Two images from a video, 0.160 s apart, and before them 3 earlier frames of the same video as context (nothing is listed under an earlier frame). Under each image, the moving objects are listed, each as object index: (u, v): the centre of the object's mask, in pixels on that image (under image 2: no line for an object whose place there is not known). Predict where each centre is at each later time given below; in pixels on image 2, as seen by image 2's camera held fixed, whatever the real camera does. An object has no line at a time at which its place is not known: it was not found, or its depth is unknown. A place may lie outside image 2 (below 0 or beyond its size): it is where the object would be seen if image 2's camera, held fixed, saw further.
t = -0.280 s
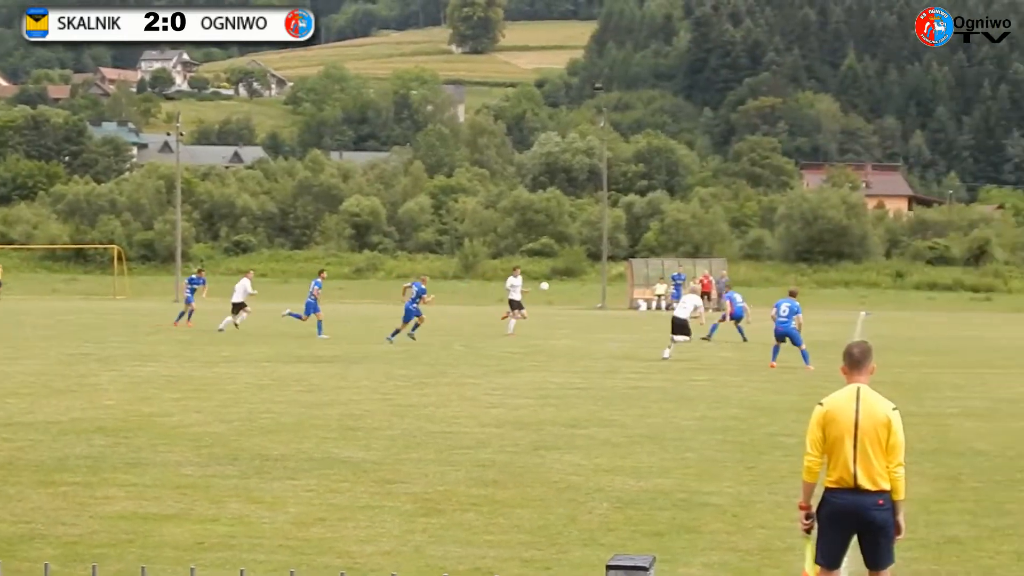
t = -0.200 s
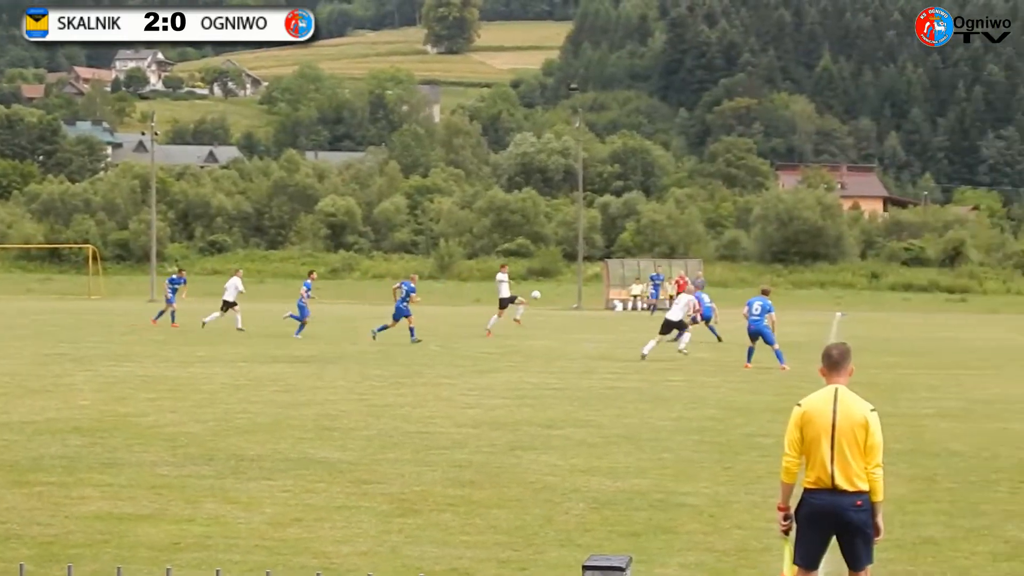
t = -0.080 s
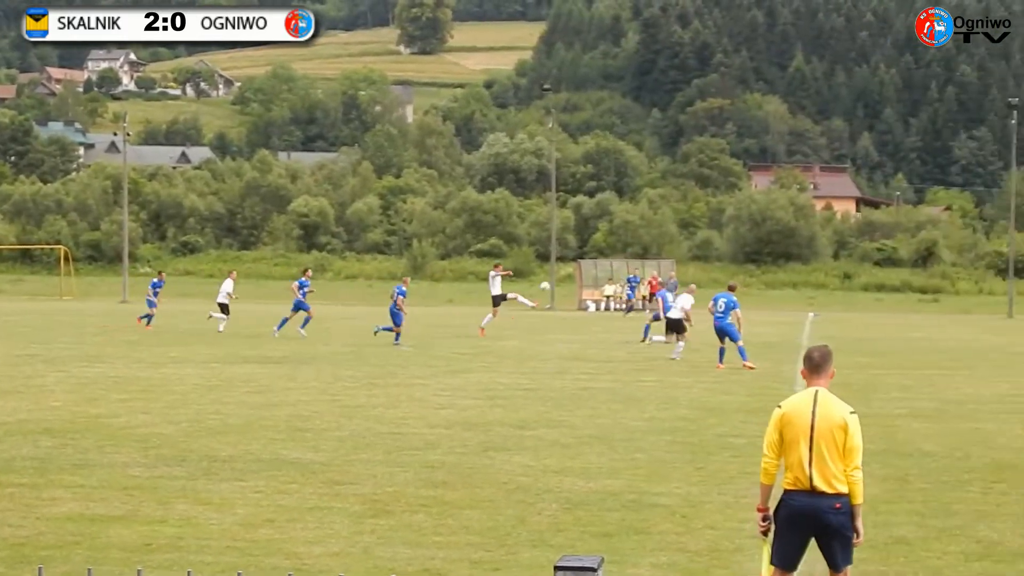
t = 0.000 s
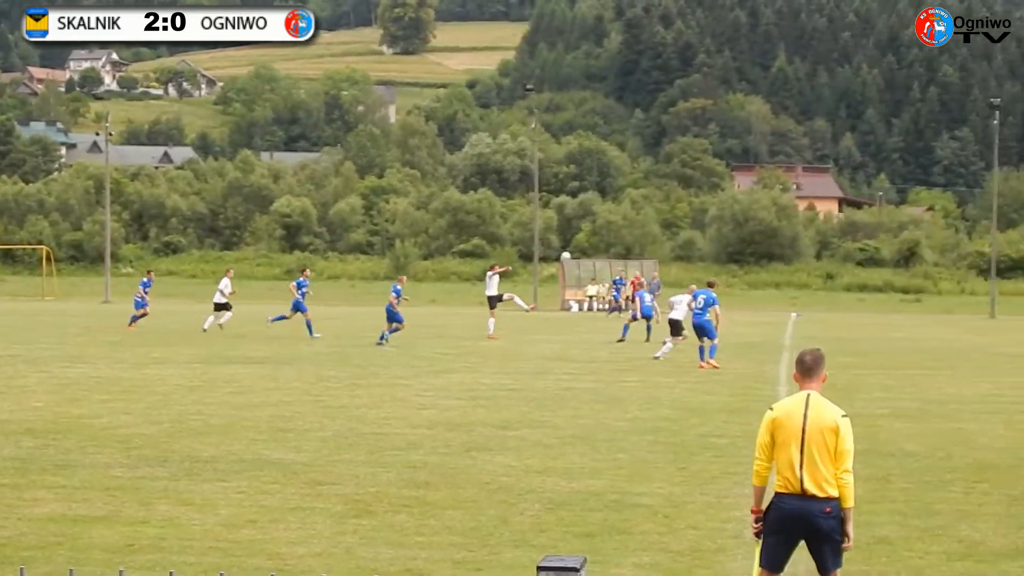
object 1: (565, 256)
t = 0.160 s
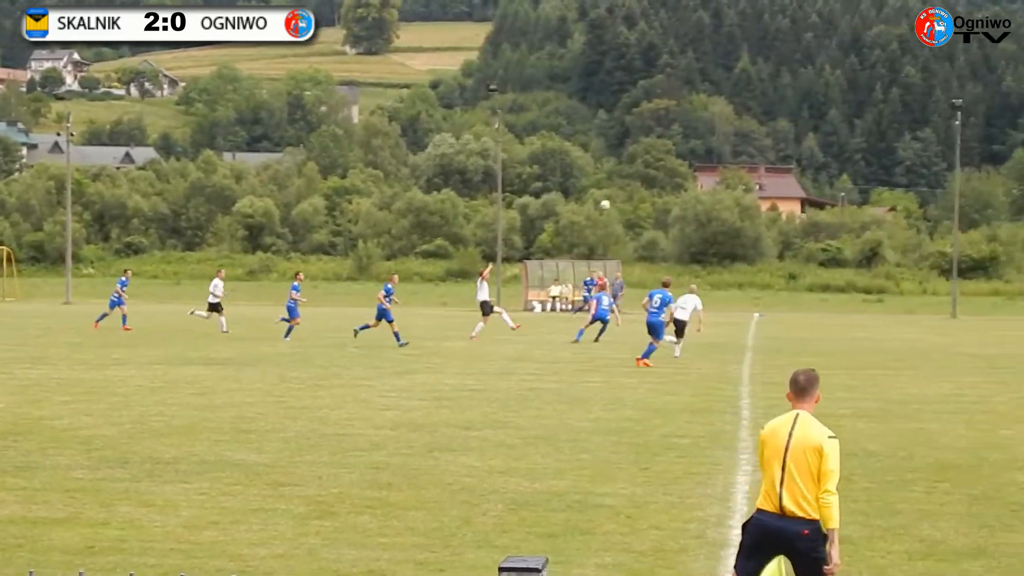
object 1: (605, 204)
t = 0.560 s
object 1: (803, 115)
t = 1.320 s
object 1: (1198, 128)
